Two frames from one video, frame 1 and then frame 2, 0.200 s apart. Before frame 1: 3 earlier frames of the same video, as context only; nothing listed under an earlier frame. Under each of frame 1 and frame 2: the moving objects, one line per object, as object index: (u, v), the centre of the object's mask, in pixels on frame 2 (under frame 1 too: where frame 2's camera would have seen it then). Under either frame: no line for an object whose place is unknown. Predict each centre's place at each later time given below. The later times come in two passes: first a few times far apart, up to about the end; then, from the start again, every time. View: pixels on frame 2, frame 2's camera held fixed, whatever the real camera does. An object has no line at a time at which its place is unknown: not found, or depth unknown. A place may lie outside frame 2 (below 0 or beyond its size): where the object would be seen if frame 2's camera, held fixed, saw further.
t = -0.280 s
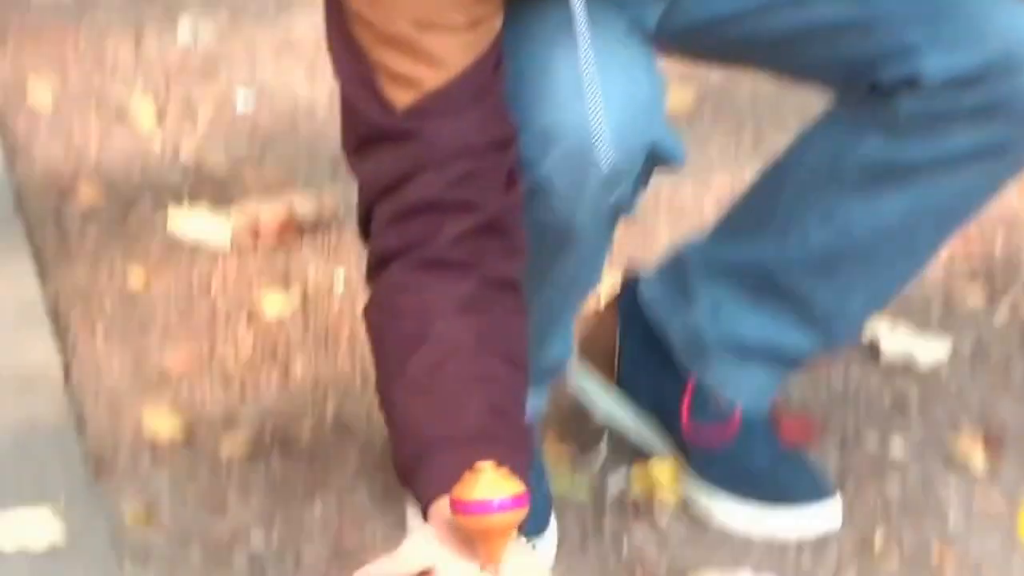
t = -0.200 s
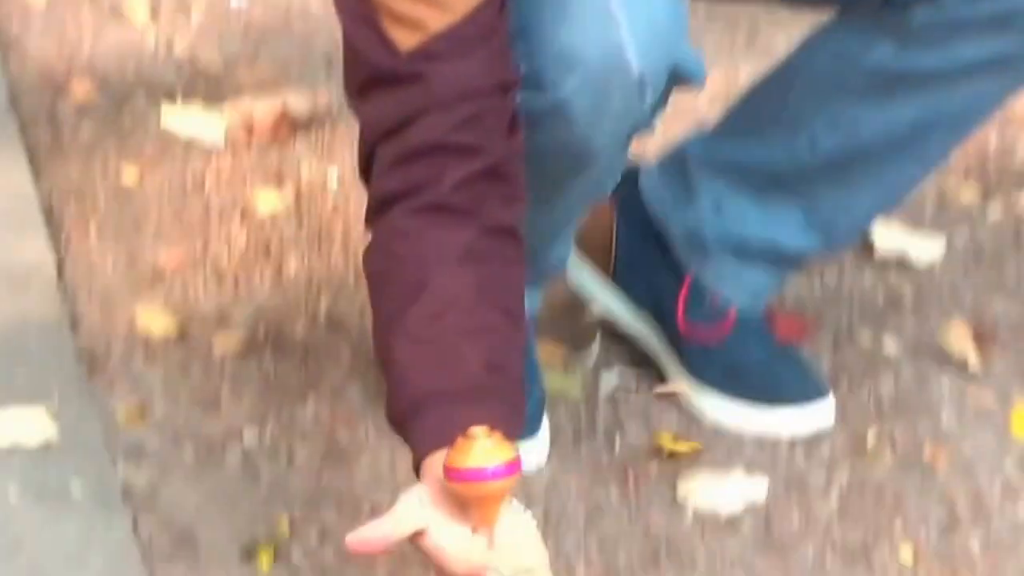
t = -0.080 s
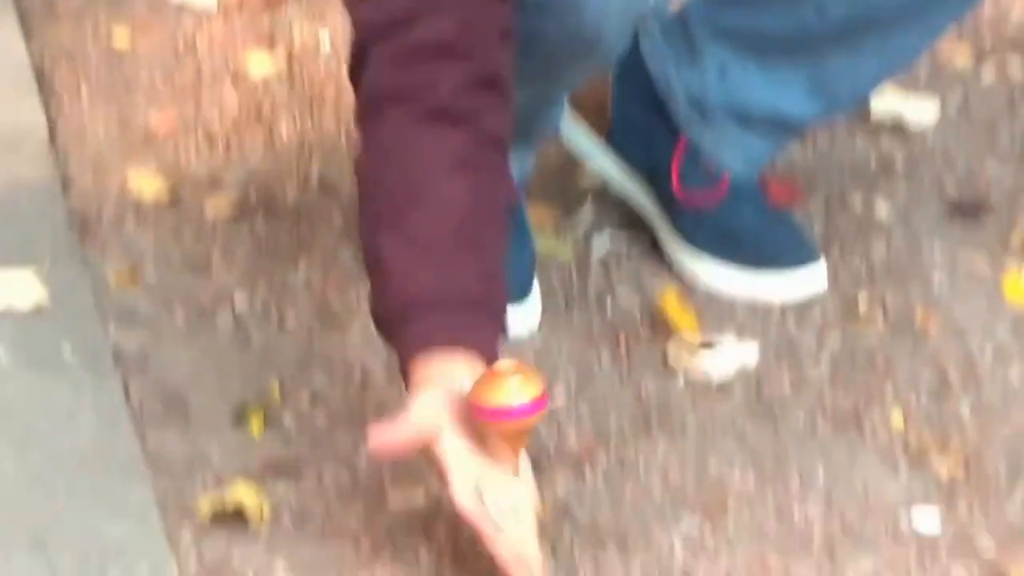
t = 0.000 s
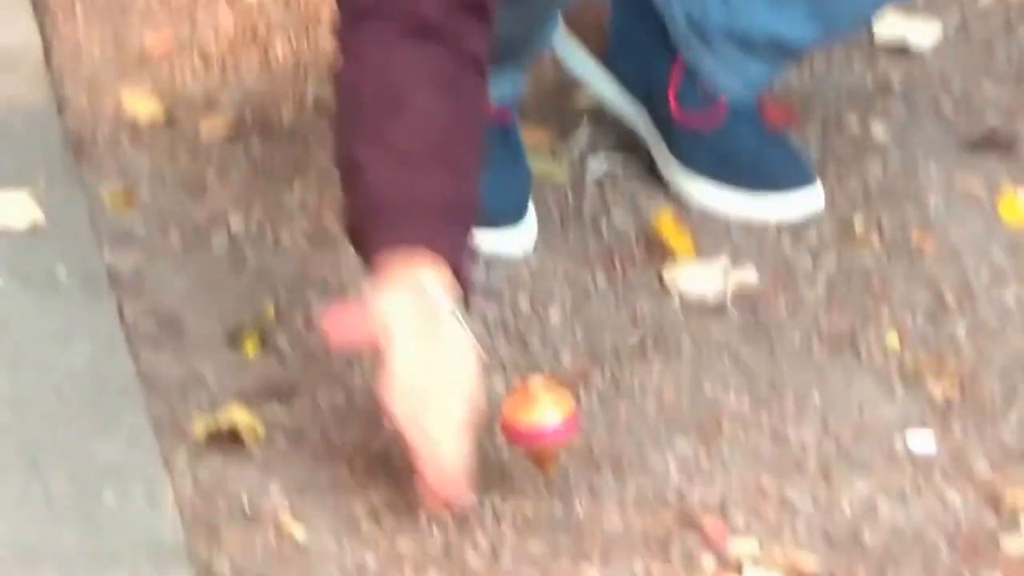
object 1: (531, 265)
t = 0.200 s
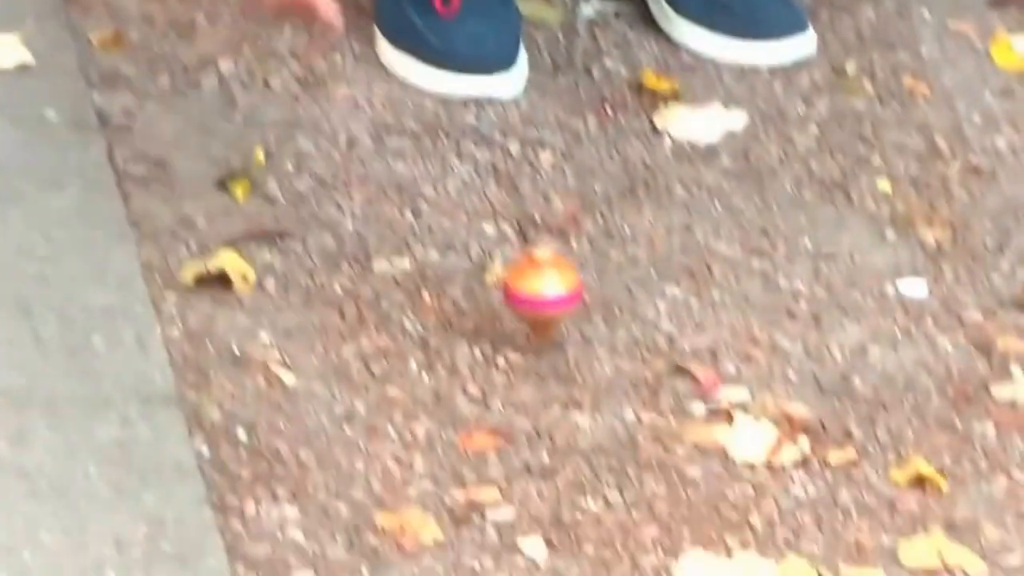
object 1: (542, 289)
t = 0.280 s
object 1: (540, 288)
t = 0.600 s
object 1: (544, 286)
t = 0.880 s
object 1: (540, 288)
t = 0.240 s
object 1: (540, 290)
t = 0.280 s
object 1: (540, 288)
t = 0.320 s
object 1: (543, 286)
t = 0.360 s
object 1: (542, 285)
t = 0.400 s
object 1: (541, 284)
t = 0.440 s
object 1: (541, 286)
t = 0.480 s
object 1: (543, 286)
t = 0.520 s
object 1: (543, 285)
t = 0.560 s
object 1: (542, 285)
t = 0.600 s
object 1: (544, 286)
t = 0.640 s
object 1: (545, 287)
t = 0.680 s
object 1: (547, 287)
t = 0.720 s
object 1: (545, 287)
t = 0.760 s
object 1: (539, 288)
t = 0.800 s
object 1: (540, 288)
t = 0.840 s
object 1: (540, 288)
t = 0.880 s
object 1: (540, 288)
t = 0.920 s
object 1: (540, 289)
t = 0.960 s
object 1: (540, 289)
